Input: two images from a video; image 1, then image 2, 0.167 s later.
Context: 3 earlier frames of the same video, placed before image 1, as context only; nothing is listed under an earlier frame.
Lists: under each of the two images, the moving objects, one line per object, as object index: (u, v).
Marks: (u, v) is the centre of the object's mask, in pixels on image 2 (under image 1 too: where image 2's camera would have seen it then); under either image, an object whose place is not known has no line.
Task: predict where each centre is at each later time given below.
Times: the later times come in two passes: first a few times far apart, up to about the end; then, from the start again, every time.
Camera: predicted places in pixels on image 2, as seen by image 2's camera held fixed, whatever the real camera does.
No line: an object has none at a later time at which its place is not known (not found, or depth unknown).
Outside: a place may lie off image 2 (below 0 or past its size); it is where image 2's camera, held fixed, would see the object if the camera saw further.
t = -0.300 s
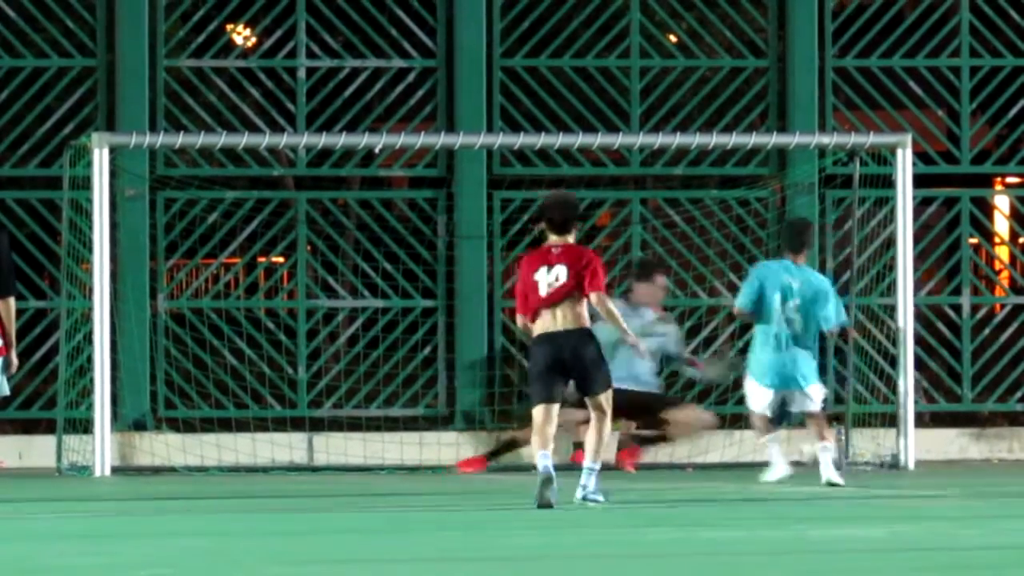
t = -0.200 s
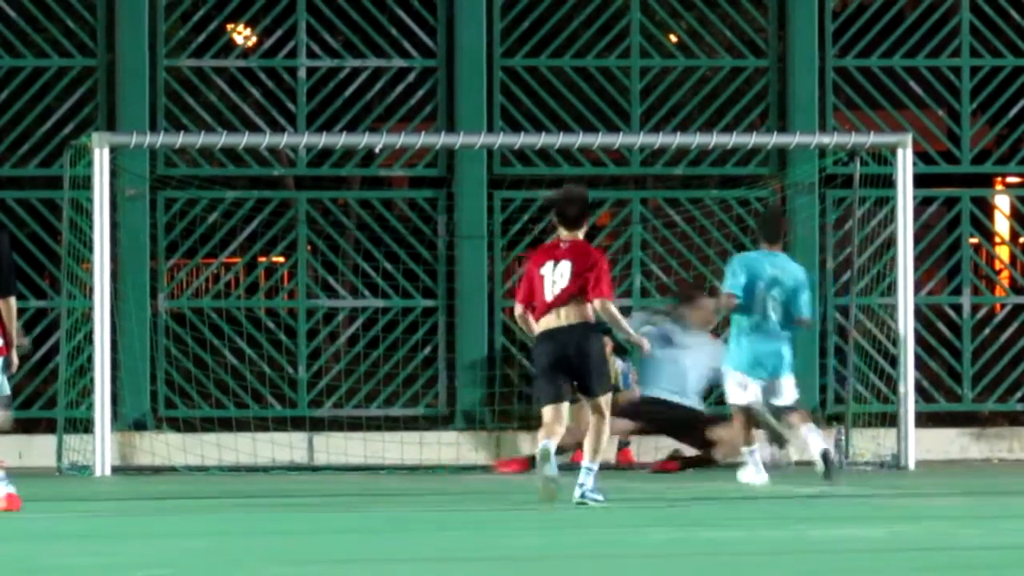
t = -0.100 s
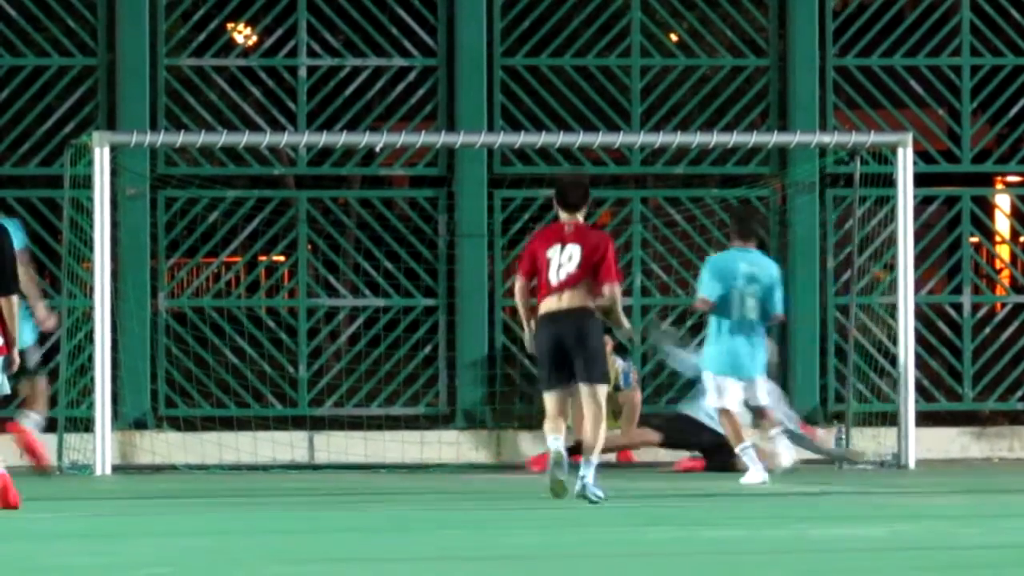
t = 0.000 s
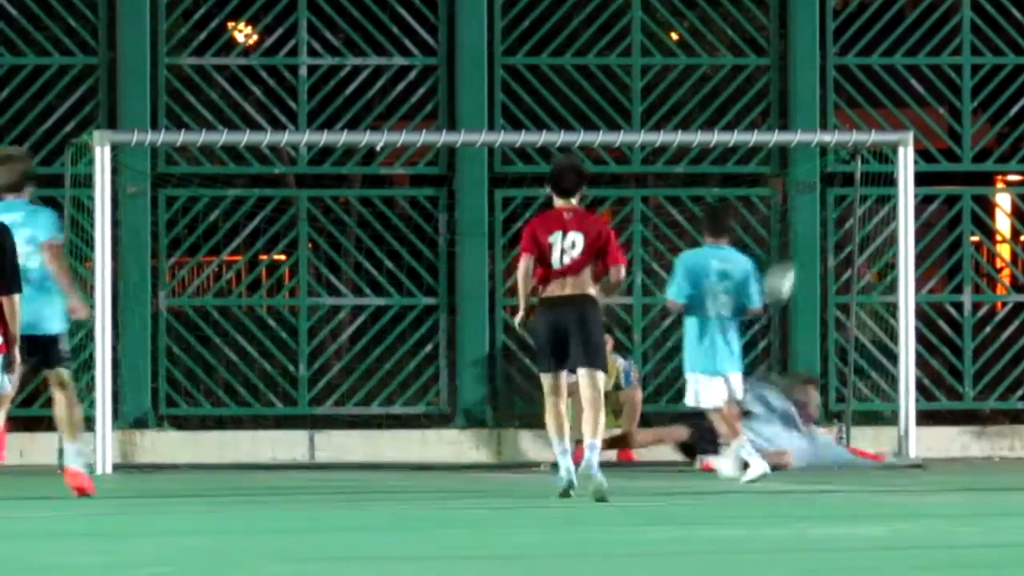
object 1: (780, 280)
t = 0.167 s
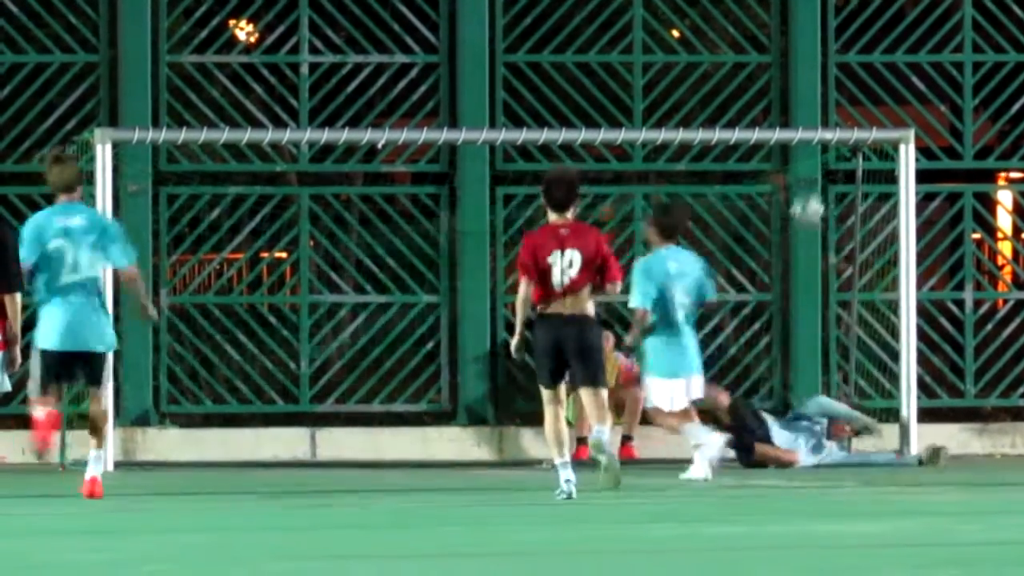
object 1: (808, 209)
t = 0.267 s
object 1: (816, 198)
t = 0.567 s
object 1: (840, 256)
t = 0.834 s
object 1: (862, 426)
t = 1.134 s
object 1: (873, 310)
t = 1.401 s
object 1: (879, 275)
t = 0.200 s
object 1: (811, 203)
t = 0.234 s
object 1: (813, 200)
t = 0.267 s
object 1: (816, 198)
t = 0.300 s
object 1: (818, 197)
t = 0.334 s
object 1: (821, 199)
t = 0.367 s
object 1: (825, 202)
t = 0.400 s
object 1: (827, 207)
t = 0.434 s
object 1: (829, 212)
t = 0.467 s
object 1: (831, 221)
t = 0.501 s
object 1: (835, 231)
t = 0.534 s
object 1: (837, 242)
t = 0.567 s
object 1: (840, 256)
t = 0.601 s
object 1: (843, 271)
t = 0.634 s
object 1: (845, 286)
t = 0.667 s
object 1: (849, 306)
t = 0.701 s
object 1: (852, 326)
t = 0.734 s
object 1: (854, 349)
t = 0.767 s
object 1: (857, 374)
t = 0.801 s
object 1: (859, 399)
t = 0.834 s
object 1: (862, 426)
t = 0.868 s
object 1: (866, 447)
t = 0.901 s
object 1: (866, 430)
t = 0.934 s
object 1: (866, 407)
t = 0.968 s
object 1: (868, 387)
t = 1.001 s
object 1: (869, 369)
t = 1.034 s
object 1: (869, 352)
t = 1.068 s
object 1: (871, 336)
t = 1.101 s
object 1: (872, 322)
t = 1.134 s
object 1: (873, 310)
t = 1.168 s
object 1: (873, 298)
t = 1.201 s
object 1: (874, 290)
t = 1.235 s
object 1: (876, 283)
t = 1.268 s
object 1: (877, 277)
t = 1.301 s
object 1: (877, 275)
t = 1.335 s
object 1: (878, 273)
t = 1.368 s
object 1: (878, 273)
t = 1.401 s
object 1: (879, 275)
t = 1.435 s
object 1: (880, 277)
